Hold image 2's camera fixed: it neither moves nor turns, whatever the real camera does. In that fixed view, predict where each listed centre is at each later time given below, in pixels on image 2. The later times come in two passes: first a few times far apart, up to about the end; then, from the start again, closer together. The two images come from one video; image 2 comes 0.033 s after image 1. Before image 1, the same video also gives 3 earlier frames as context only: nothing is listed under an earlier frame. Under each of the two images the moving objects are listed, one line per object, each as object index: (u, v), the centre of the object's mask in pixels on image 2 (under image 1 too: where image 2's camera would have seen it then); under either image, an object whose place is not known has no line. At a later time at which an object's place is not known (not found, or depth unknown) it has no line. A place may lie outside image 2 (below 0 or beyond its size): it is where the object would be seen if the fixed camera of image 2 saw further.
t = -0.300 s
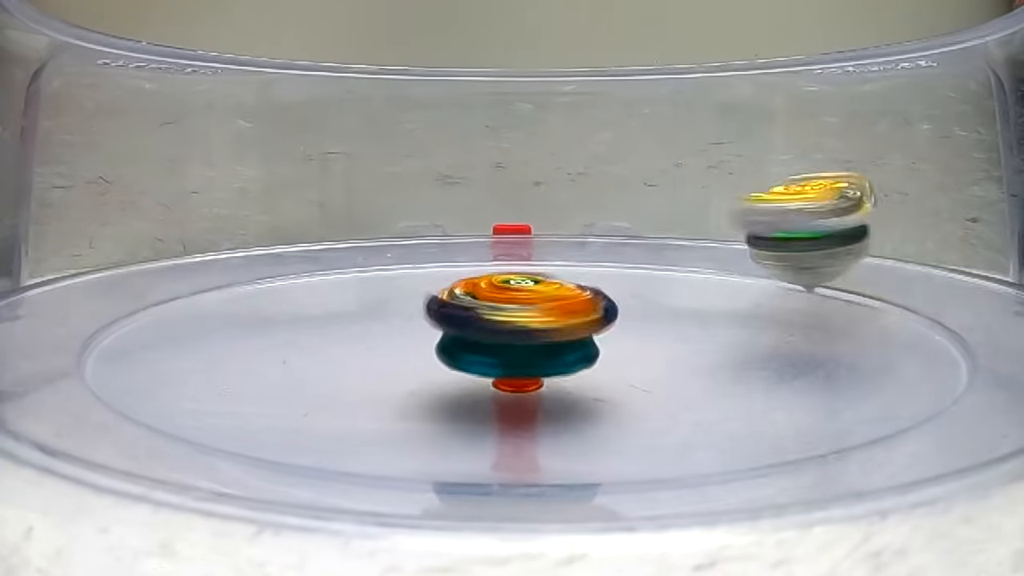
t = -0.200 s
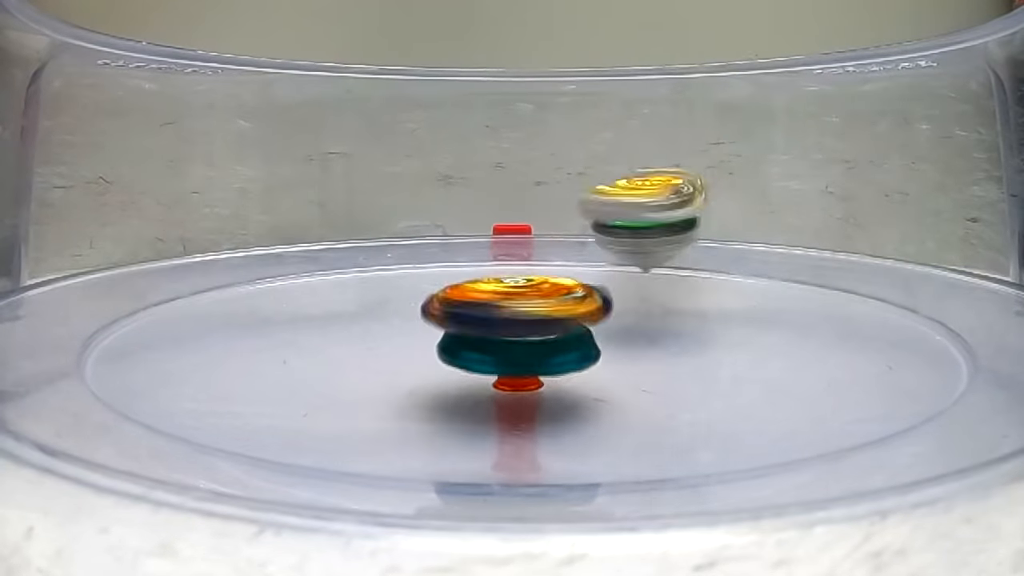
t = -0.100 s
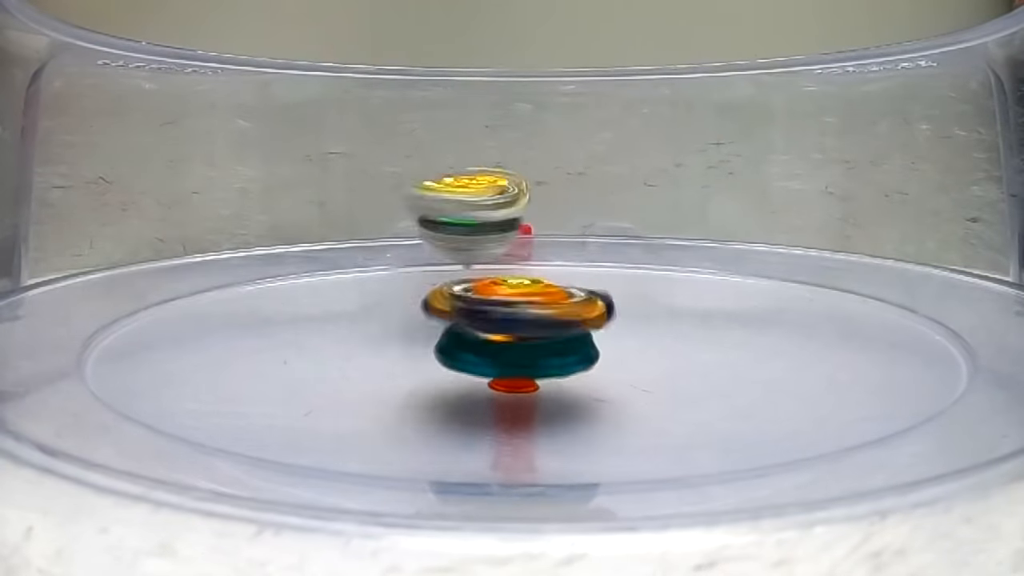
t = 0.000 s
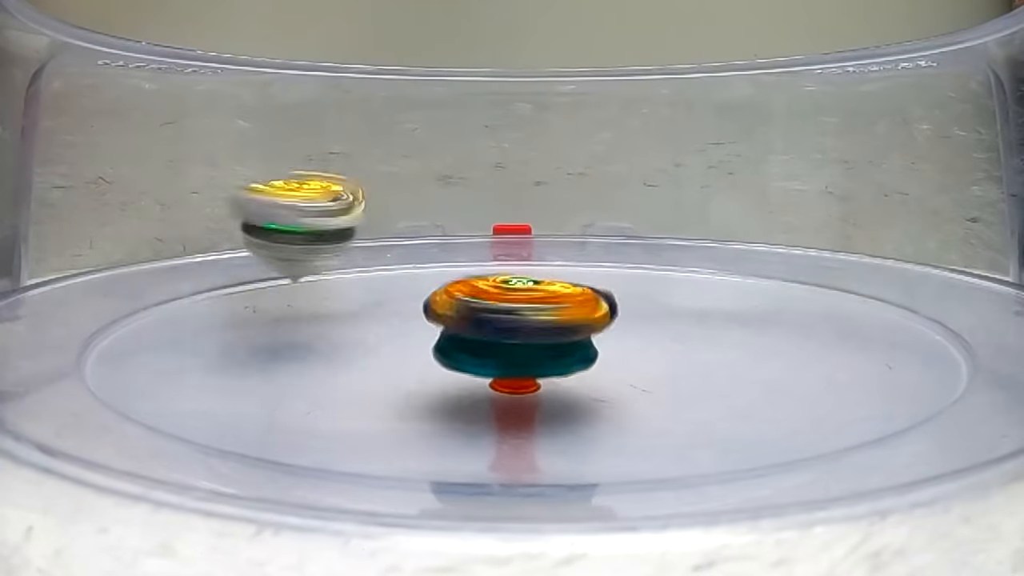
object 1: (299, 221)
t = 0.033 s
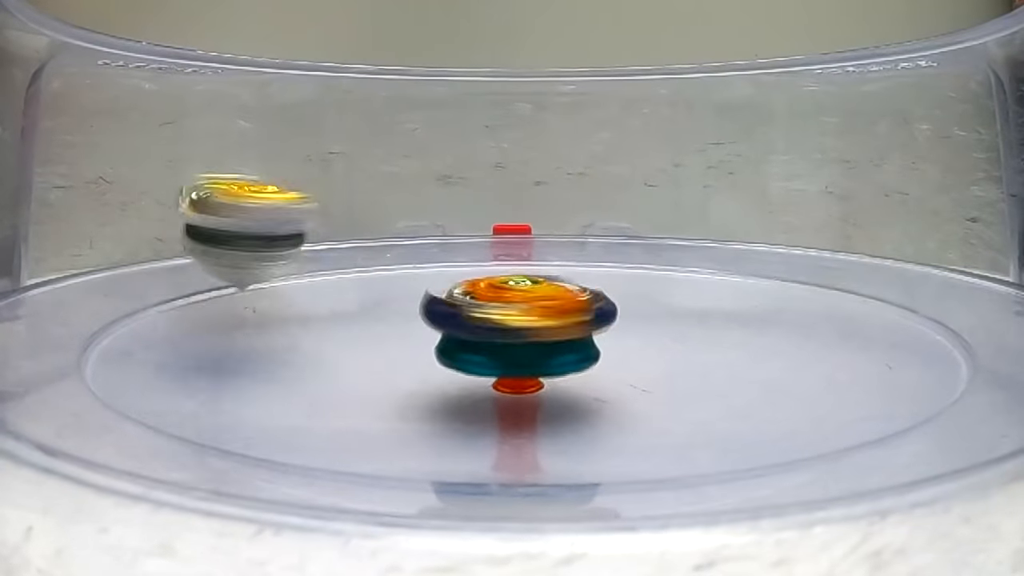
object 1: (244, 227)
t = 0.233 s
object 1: (130, 285)
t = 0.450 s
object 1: (915, 287)
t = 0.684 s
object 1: (766, 222)
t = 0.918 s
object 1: (370, 217)
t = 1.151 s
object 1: (96, 268)
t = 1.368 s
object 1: (830, 304)
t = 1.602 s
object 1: (836, 231)
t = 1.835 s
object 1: (453, 215)
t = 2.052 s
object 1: (127, 247)
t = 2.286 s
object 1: (615, 312)
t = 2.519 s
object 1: (901, 241)
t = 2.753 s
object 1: (543, 215)
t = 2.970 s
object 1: (194, 234)
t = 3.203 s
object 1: (322, 308)
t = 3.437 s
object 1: (943, 259)
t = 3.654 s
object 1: (676, 217)
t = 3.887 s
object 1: (283, 222)
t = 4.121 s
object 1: (132, 287)
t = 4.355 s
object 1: (930, 283)
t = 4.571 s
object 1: (776, 224)
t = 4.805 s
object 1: (392, 216)
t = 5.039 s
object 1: (99, 262)
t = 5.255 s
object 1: (745, 306)
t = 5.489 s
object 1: (877, 237)
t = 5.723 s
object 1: (517, 214)
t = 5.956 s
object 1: (157, 242)
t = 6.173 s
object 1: (355, 306)
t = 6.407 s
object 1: (939, 258)
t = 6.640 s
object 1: (647, 217)
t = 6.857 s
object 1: (288, 223)
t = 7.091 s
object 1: (127, 283)
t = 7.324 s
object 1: (923, 289)
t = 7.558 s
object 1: (776, 224)
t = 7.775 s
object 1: (428, 215)
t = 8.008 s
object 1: (110, 254)
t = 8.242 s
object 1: (697, 307)
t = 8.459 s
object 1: (907, 243)
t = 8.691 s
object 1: (576, 215)
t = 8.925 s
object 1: (205, 231)
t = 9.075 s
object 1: (103, 274)
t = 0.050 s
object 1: (221, 229)
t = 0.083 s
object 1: (173, 237)
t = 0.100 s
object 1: (154, 240)
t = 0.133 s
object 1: (118, 249)
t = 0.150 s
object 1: (108, 254)
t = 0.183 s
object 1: (97, 266)
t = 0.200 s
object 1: (99, 274)
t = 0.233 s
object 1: (130, 285)
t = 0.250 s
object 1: (154, 293)
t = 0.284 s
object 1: (250, 305)
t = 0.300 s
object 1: (323, 306)
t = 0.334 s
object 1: (477, 312)
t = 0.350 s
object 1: (589, 313)
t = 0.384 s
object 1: (743, 307)
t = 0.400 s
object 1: (807, 302)
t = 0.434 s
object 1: (903, 295)
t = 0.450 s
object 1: (915, 287)
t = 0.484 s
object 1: (938, 275)
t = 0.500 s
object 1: (944, 269)
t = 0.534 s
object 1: (939, 257)
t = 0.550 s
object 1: (934, 251)
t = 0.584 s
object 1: (902, 241)
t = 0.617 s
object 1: (863, 232)
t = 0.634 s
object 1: (839, 230)
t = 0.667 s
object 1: (793, 225)
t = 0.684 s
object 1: (766, 222)
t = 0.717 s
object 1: (711, 219)
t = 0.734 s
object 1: (687, 217)
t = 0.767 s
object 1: (627, 215)
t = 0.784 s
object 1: (601, 215)
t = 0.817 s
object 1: (540, 215)
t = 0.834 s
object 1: (515, 215)
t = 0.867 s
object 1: (456, 214)
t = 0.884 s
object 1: (426, 216)
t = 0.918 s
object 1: (370, 217)
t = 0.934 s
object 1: (342, 219)
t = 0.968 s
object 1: (289, 223)
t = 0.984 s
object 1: (261, 224)
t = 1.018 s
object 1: (213, 230)
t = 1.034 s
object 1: (187, 233)
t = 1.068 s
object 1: (148, 244)
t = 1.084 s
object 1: (130, 245)
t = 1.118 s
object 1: (102, 257)
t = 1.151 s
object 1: (96, 268)
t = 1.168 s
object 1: (106, 275)
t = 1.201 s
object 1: (133, 286)
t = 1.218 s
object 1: (162, 293)
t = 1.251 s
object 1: (278, 304)
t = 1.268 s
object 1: (340, 307)
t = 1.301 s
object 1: (531, 314)
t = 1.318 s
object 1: (621, 311)
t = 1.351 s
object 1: (766, 306)
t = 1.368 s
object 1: (830, 304)
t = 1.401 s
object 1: (908, 294)
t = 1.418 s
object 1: (920, 286)
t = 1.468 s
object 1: (946, 269)
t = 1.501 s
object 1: (939, 256)
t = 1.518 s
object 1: (931, 249)
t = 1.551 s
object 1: (898, 241)
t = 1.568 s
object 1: (879, 236)
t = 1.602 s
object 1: (836, 231)
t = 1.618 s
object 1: (812, 226)
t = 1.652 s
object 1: (761, 222)
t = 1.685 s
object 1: (710, 218)
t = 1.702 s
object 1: (682, 216)
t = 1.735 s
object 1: (627, 215)
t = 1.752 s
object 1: (597, 214)
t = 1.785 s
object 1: (537, 215)
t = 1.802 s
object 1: (512, 215)
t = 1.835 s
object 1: (453, 215)
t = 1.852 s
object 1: (422, 215)
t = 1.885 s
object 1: (368, 217)
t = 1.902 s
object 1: (338, 218)
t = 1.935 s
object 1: (286, 223)
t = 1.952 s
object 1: (259, 225)
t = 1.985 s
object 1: (206, 229)
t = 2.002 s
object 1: (187, 236)
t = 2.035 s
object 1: (143, 242)
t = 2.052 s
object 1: (127, 247)
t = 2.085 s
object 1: (103, 257)
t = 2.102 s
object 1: (96, 263)
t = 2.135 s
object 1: (104, 276)
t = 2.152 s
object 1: (114, 282)
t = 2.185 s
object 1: (170, 296)
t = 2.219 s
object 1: (278, 305)
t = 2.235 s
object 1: (339, 308)
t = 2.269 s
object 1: (518, 316)
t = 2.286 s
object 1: (615, 312)
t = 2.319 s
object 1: (765, 306)
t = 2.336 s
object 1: (821, 301)
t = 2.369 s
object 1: (903, 295)
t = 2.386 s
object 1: (923, 287)
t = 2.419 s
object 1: (938, 274)
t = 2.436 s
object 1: (941, 269)
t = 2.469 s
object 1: (941, 257)
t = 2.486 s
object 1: (936, 250)
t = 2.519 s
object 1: (901, 241)
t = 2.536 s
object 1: (881, 237)
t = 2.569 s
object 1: (840, 230)
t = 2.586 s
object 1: (815, 227)
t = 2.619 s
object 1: (765, 222)
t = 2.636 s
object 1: (743, 221)
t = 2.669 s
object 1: (687, 217)
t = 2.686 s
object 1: (658, 216)
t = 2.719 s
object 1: (605, 215)
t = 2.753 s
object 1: (543, 215)
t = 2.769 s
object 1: (516, 215)
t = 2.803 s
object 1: (461, 215)
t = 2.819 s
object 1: (431, 214)
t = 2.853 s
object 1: (372, 217)
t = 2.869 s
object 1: (348, 219)
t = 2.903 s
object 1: (292, 222)
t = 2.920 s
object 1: (263, 223)
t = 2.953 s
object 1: (218, 230)
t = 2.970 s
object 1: (194, 234)
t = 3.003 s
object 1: (150, 241)
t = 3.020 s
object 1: (134, 247)
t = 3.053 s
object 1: (106, 254)
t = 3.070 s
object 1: (98, 260)
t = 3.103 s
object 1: (102, 273)
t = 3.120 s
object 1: (110, 282)
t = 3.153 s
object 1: (151, 291)
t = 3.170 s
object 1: (199, 298)
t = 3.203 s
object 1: (322, 308)
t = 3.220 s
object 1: (395, 308)
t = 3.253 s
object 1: (562, 310)
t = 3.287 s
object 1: (744, 308)
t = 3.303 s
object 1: (809, 302)
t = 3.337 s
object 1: (891, 293)
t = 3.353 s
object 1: (910, 288)
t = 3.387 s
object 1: (936, 279)
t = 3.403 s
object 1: (941, 272)
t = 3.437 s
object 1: (943, 259)
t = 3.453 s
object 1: (937, 253)
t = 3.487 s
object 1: (909, 243)
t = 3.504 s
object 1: (891, 240)
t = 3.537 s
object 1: (852, 233)
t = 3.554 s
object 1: (829, 228)
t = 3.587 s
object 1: (780, 224)
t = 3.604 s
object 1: (754, 222)
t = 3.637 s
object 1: (704, 217)
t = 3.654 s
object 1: (676, 217)
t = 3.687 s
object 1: (619, 215)
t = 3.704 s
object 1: (592, 216)
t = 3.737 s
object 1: (535, 215)
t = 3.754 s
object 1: (507, 214)
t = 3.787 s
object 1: (449, 215)
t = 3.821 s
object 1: (396, 217)
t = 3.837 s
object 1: (366, 217)
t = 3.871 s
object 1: (309, 220)
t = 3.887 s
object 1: (283, 222)
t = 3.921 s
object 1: (235, 227)
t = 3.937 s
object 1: (209, 231)
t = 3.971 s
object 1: (163, 237)
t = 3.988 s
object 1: (146, 244)
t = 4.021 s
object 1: (116, 252)
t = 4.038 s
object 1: (102, 255)
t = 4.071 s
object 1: (99, 268)
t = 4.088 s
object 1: (103, 274)
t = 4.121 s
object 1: (132, 287)
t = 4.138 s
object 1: (162, 291)
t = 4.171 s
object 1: (262, 305)
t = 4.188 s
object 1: (343, 309)
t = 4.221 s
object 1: (512, 312)
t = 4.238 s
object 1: (598, 311)
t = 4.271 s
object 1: (749, 306)
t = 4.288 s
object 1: (810, 301)
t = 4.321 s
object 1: (897, 297)
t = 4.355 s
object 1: (930, 283)
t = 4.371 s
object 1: (942, 279)
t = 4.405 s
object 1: (943, 265)
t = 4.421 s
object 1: (940, 258)
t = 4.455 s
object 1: (923, 247)
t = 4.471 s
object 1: (906, 243)
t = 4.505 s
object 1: (871, 236)
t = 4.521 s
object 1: (849, 232)
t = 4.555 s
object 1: (801, 226)
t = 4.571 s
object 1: (776, 224)
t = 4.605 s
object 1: (726, 221)
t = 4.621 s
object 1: (702, 218)
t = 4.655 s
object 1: (647, 216)
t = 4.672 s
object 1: (618, 214)
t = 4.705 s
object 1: (560, 215)
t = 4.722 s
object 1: (532, 218)
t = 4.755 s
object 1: (480, 215)
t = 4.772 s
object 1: (450, 215)
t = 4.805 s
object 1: (392, 216)
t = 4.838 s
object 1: (336, 220)
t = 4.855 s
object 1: (311, 221)
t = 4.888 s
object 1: (260, 225)
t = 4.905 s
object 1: (233, 227)
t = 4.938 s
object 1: (185, 233)
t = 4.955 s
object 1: (166, 238)
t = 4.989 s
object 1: (131, 248)
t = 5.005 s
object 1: (116, 250)
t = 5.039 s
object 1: (99, 262)
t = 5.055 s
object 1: (98, 267)
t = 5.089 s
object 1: (113, 279)
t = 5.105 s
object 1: (134, 286)
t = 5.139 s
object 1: (196, 297)
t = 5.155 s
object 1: (250, 301)
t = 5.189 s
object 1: (390, 311)
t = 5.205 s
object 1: (477, 313)
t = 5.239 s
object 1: (666, 313)
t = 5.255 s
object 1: (745, 306)
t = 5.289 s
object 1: (862, 298)
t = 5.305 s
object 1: (896, 296)
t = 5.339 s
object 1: (927, 285)
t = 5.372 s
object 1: (939, 271)
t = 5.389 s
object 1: (941, 267)
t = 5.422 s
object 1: (937, 255)
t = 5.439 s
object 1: (926, 248)
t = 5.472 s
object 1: (894, 242)
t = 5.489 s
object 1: (877, 237)
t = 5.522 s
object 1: (833, 229)
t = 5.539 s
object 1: (810, 227)
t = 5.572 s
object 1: (760, 223)
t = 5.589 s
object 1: (735, 221)
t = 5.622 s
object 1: (682, 219)
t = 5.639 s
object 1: (657, 217)
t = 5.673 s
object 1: (602, 214)
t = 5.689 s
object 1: (573, 214)
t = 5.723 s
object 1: (517, 214)
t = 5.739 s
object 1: (489, 215)
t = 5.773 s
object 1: (432, 217)
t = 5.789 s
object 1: (405, 216)
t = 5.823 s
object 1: (351, 217)
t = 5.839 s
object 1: (324, 220)
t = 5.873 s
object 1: (269, 224)
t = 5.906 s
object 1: (219, 228)
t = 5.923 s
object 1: (197, 233)
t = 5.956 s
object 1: (157, 242)
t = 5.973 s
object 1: (137, 243)
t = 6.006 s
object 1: (111, 252)
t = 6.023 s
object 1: (100, 258)
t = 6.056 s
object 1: (101, 271)
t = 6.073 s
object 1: (109, 277)
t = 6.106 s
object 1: (146, 287)
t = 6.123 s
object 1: (181, 296)
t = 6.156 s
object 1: (282, 306)
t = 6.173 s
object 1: (355, 306)
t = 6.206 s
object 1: (517, 309)
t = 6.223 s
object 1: (605, 311)
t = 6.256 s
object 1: (759, 305)
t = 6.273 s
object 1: (818, 302)
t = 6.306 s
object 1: (895, 294)
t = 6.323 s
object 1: (916, 289)
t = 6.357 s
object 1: (938, 277)
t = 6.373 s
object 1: (941, 270)
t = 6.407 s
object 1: (939, 258)
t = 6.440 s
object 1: (922, 248)
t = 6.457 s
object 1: (908, 244)
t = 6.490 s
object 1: (870, 235)
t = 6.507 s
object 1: (848, 231)
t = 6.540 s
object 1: (802, 226)
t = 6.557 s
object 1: (777, 224)
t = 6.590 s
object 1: (726, 220)
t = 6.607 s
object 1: (700, 219)
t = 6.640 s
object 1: (647, 217)
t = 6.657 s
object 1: (620, 215)
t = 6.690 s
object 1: (567, 215)
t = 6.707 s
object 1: (538, 216)
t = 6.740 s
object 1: (483, 215)
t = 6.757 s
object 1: (454, 215)
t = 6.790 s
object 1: (399, 216)
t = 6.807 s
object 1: (369, 217)
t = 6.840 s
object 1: (314, 219)
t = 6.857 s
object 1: (288, 223)
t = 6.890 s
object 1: (240, 228)
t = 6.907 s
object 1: (217, 230)
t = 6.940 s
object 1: (173, 237)
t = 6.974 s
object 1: (135, 245)
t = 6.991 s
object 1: (118, 249)
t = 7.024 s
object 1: (99, 260)
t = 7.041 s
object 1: (97, 267)
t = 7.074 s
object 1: (113, 278)
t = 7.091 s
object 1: (127, 283)
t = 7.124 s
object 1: (189, 296)
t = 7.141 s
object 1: (238, 301)
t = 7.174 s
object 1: (377, 310)
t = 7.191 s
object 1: (457, 313)
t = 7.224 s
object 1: (627, 312)
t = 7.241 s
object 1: (708, 307)
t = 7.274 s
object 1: (834, 301)
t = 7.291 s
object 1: (876, 298)
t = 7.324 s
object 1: (923, 289)
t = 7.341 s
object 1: (933, 282)
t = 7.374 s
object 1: (942, 270)
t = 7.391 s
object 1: (944, 262)
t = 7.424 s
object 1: (936, 250)
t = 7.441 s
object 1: (921, 246)
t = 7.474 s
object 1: (886, 238)
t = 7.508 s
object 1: (846, 231)
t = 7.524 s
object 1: (824, 228)
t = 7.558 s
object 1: (776, 224)
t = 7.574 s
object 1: (750, 222)
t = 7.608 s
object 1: (698, 218)
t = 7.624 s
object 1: (673, 217)
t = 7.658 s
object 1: (619, 216)
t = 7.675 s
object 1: (591, 215)
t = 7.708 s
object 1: (537, 216)
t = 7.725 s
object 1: (511, 216)
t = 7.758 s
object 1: (456, 215)
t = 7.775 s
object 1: (428, 215)
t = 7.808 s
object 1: (373, 217)
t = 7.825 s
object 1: (345, 219)
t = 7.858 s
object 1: (292, 222)
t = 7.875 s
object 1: (265, 224)
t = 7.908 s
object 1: (216, 229)
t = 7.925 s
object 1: (192, 232)
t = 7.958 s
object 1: (152, 240)
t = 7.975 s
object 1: (136, 245)
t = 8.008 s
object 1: (110, 254)
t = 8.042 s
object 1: (98, 265)
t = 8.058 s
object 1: (100, 270)
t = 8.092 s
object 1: (121, 282)
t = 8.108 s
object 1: (147, 288)
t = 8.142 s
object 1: (231, 302)
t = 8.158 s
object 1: (287, 306)
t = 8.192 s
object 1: (441, 311)
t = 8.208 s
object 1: (530, 312)
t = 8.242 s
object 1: (697, 307)
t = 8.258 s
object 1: (768, 306)
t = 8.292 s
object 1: (870, 297)
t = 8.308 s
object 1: (900, 292)
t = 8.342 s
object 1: (931, 283)
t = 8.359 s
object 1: (937, 277)
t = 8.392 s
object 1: (942, 264)
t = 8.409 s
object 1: (941, 259)
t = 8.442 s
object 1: (924, 248)
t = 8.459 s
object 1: (907, 243)
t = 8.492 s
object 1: (871, 236)
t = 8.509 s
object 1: (851, 234)
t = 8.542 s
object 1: (807, 228)
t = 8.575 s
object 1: (759, 224)
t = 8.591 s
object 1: (734, 222)
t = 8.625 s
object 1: (683, 218)
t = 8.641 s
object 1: (657, 218)
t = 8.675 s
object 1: (604, 216)
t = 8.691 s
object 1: (576, 215)
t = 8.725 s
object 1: (522, 215)
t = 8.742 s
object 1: (495, 216)
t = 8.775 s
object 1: (441, 217)
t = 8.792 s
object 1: (413, 216)
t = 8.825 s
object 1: (357, 218)
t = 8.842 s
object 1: (330, 220)
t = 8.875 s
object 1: (278, 224)
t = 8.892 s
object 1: (253, 226)
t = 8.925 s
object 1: (205, 231)
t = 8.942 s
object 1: (183, 235)
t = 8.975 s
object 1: (145, 243)
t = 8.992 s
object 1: (129, 247)
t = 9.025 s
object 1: (105, 256)
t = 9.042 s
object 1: (98, 262)
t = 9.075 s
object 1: (103, 274)
